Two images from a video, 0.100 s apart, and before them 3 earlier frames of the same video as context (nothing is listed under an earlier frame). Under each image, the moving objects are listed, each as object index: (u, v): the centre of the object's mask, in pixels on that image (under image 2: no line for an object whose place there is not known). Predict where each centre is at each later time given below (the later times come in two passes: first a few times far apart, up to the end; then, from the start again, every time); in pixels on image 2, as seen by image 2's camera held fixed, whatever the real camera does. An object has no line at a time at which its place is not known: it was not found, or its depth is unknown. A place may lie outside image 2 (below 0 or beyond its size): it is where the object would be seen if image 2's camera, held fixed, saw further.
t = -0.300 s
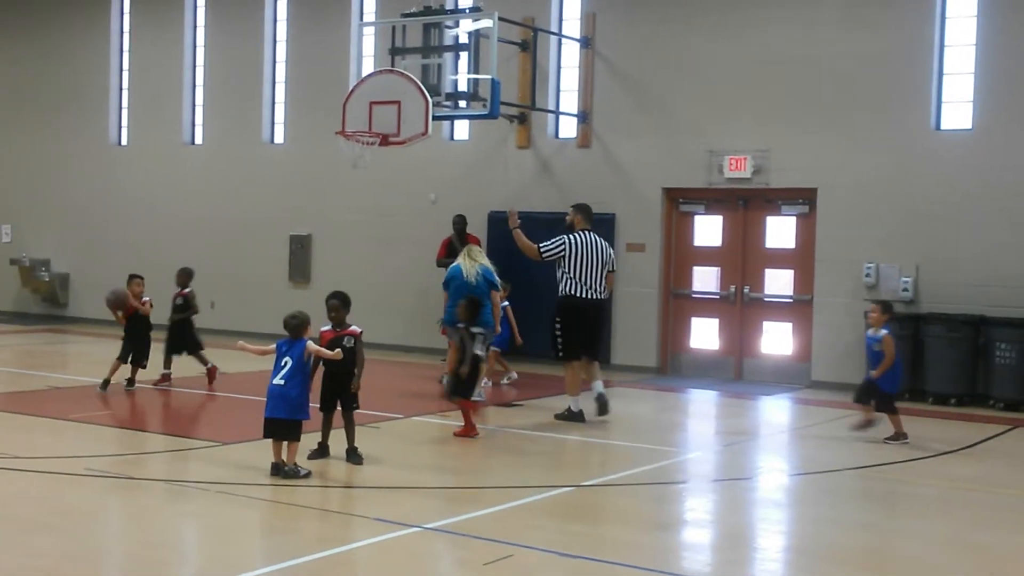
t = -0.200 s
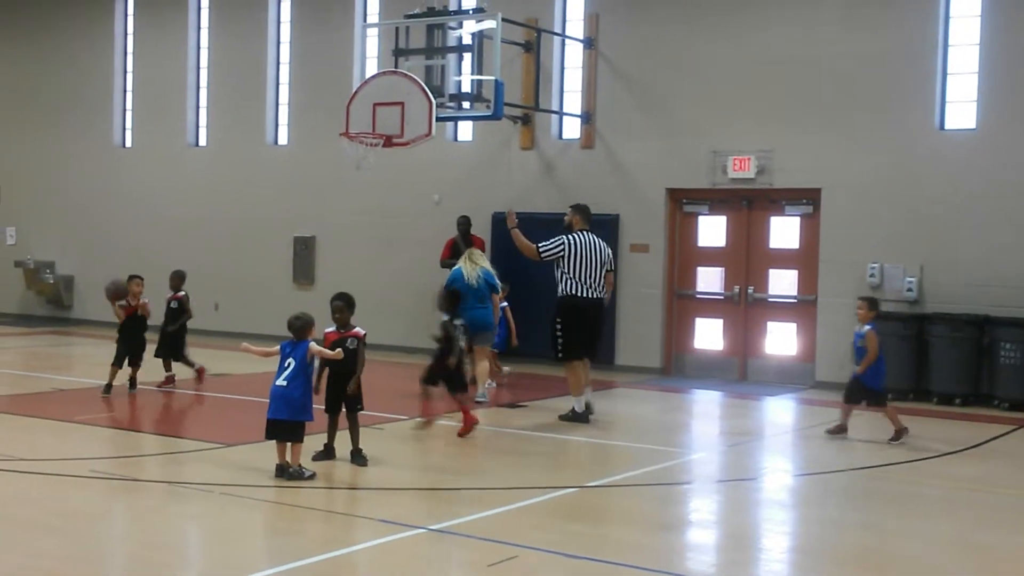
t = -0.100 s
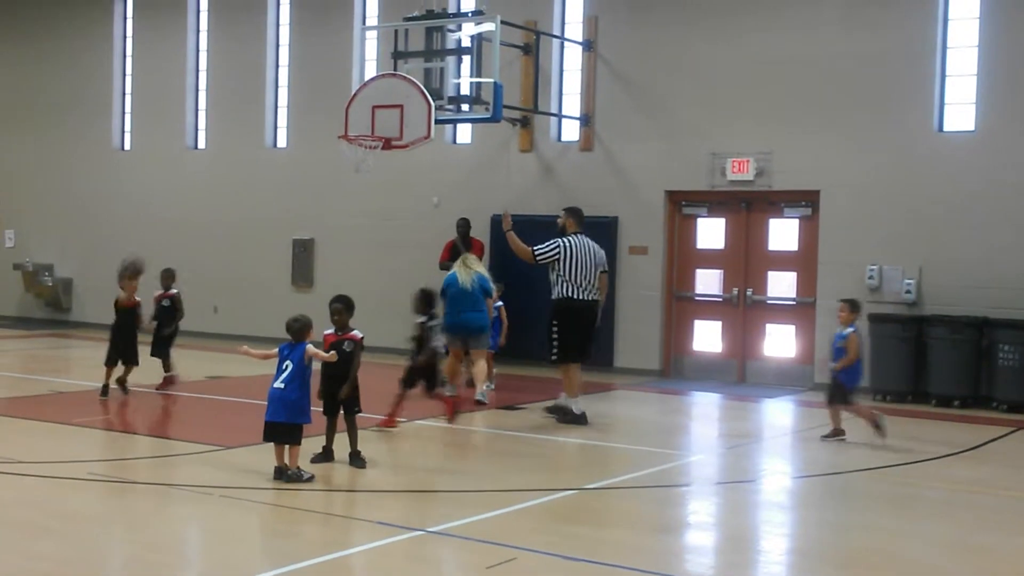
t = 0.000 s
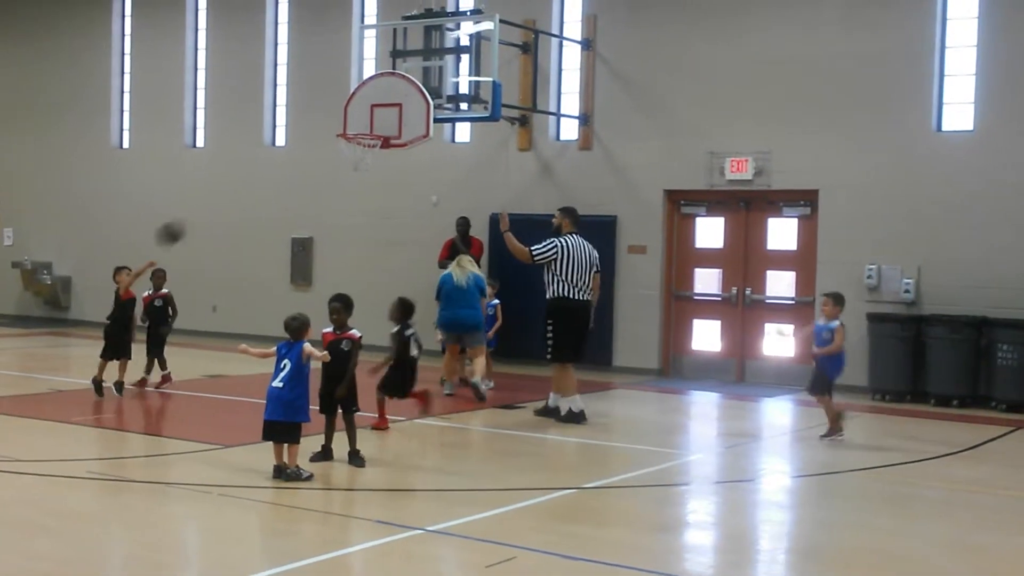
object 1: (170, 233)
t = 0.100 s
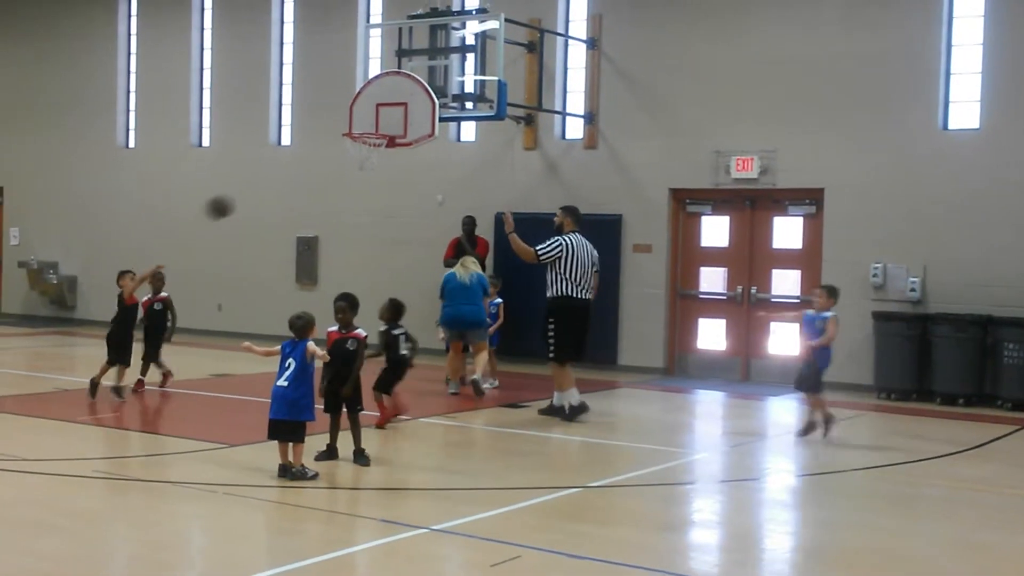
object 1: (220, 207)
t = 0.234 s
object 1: (276, 192)
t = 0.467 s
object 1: (373, 209)
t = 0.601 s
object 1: (425, 245)
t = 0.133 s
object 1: (233, 201)
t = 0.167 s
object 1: (247, 197)
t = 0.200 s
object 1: (261, 194)
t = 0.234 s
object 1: (276, 192)
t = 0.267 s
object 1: (290, 191)
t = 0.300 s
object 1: (304, 191)
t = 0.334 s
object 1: (318, 192)
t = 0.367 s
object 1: (332, 194)
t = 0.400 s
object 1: (345, 199)
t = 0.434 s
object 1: (359, 203)
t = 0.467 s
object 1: (373, 209)
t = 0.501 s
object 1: (386, 216)
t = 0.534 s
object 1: (400, 225)
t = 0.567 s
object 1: (412, 234)
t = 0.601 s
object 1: (425, 245)
